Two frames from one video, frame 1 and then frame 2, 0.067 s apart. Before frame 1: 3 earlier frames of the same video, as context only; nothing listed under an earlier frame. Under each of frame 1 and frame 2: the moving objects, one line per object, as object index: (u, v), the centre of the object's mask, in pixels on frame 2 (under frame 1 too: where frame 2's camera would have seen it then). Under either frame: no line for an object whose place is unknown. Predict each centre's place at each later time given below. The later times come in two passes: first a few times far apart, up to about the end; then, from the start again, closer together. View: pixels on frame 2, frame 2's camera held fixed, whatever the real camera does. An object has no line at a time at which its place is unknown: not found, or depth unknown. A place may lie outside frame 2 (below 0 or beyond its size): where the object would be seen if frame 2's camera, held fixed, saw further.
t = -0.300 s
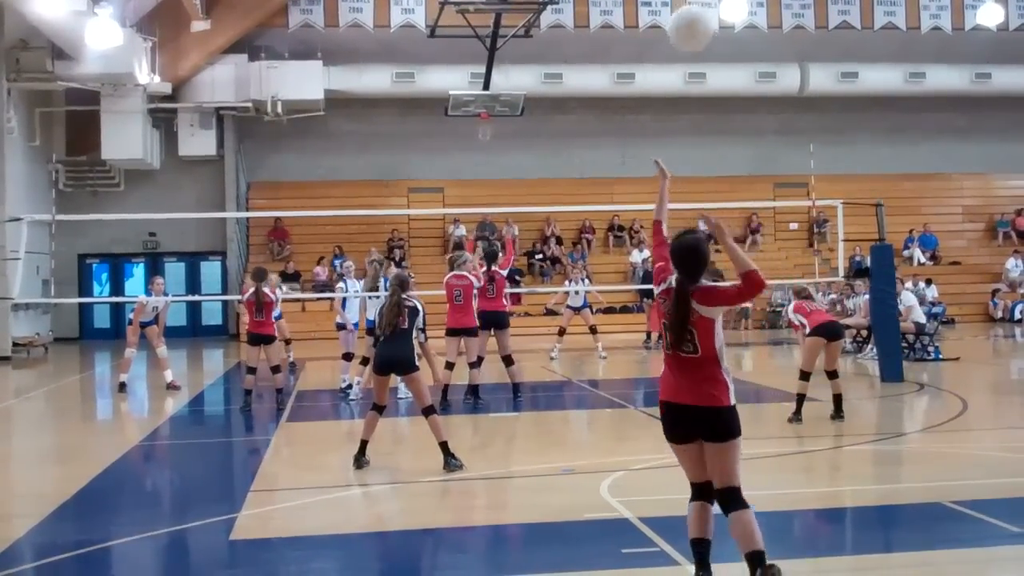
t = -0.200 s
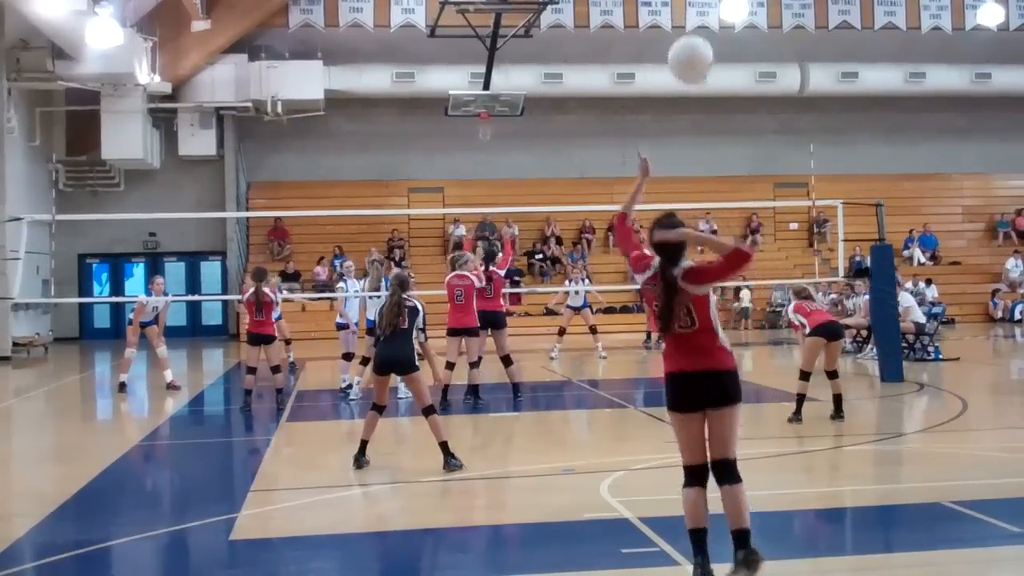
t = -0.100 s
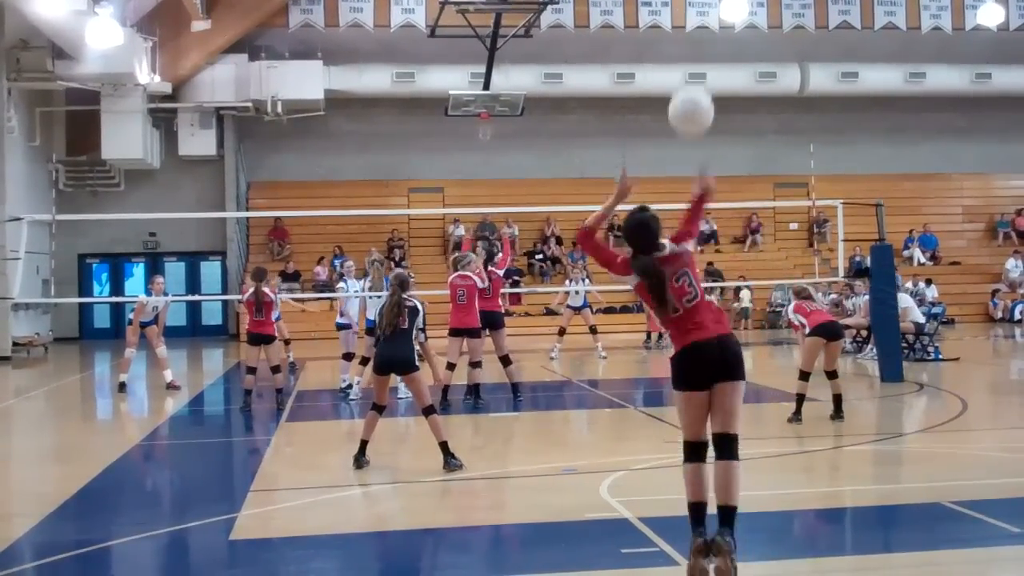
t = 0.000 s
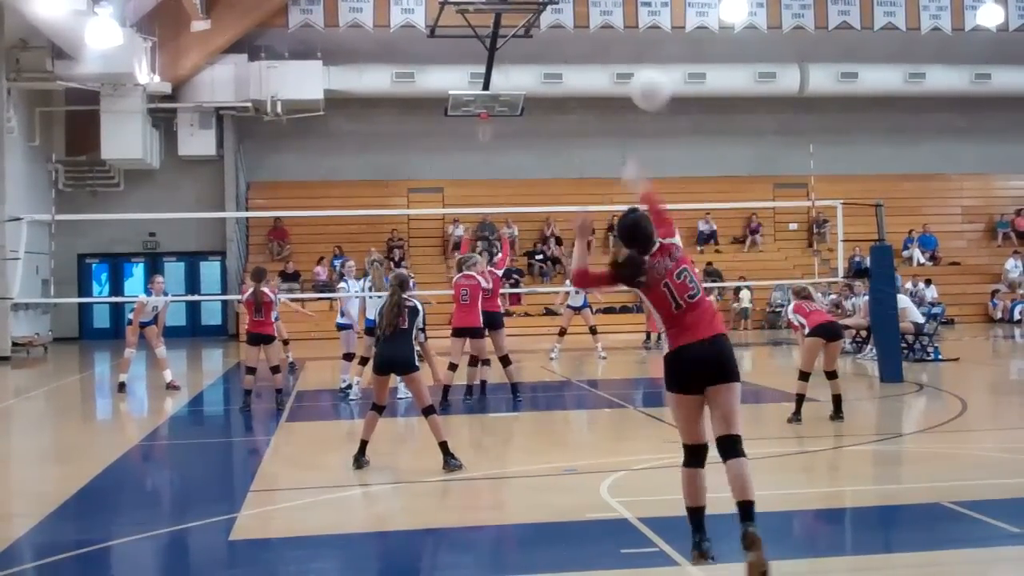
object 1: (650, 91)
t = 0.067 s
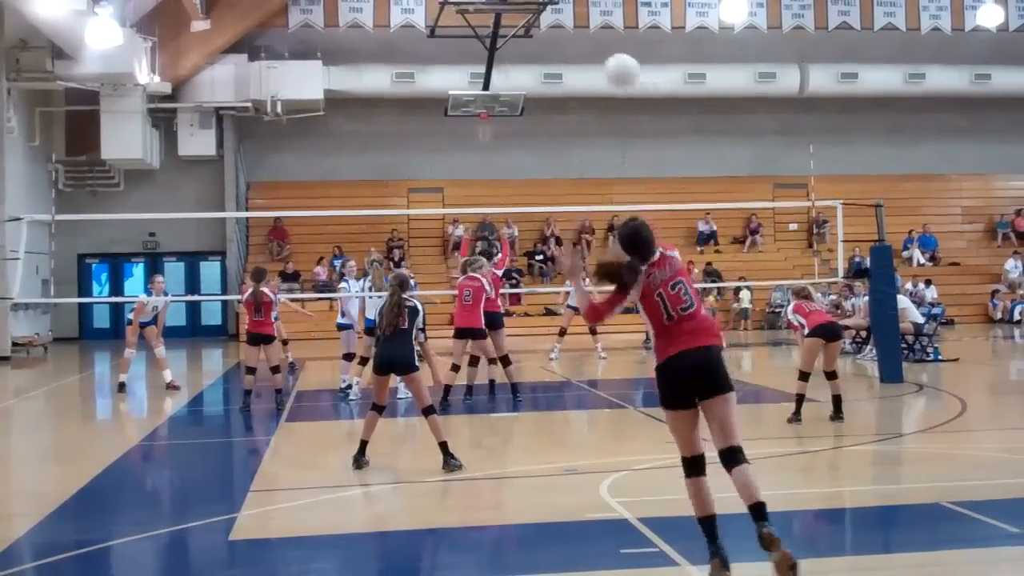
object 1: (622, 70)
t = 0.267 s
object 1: (570, 60)
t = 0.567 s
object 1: (538, 120)
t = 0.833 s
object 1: (528, 199)
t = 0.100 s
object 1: (610, 65)
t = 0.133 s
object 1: (601, 62)
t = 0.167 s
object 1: (591, 58)
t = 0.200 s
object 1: (583, 58)
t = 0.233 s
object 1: (576, 58)
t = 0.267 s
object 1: (570, 60)
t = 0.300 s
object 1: (565, 63)
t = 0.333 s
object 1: (560, 67)
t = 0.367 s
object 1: (556, 72)
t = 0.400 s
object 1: (553, 77)
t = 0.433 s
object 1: (550, 83)
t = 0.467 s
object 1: (547, 94)
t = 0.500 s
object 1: (544, 102)
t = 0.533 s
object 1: (541, 110)
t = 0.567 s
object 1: (538, 120)
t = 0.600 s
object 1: (536, 129)
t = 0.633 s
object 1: (534, 139)
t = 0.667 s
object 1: (532, 148)
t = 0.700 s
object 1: (531, 158)
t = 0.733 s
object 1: (530, 168)
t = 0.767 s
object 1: (529, 179)
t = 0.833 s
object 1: (528, 199)
